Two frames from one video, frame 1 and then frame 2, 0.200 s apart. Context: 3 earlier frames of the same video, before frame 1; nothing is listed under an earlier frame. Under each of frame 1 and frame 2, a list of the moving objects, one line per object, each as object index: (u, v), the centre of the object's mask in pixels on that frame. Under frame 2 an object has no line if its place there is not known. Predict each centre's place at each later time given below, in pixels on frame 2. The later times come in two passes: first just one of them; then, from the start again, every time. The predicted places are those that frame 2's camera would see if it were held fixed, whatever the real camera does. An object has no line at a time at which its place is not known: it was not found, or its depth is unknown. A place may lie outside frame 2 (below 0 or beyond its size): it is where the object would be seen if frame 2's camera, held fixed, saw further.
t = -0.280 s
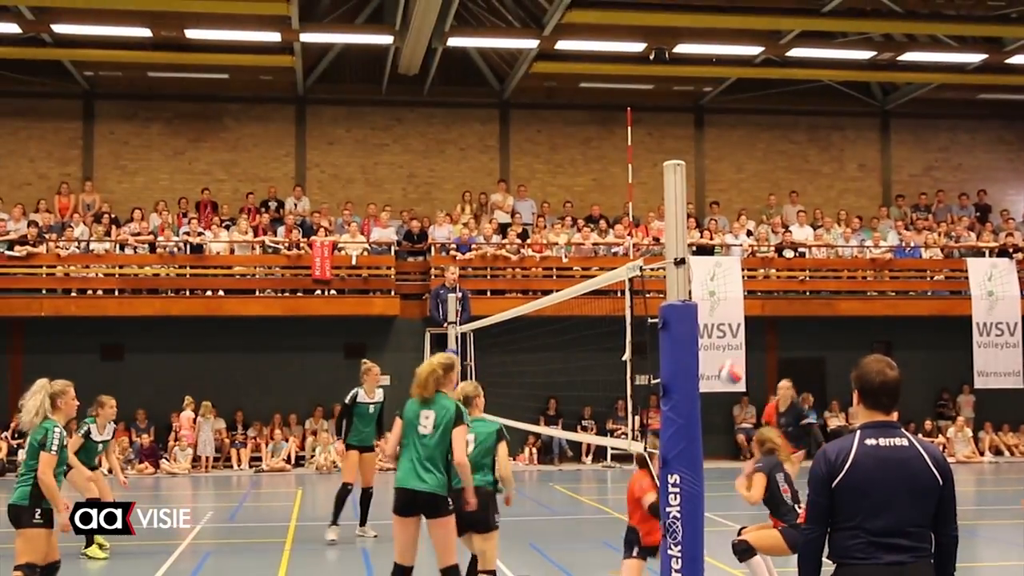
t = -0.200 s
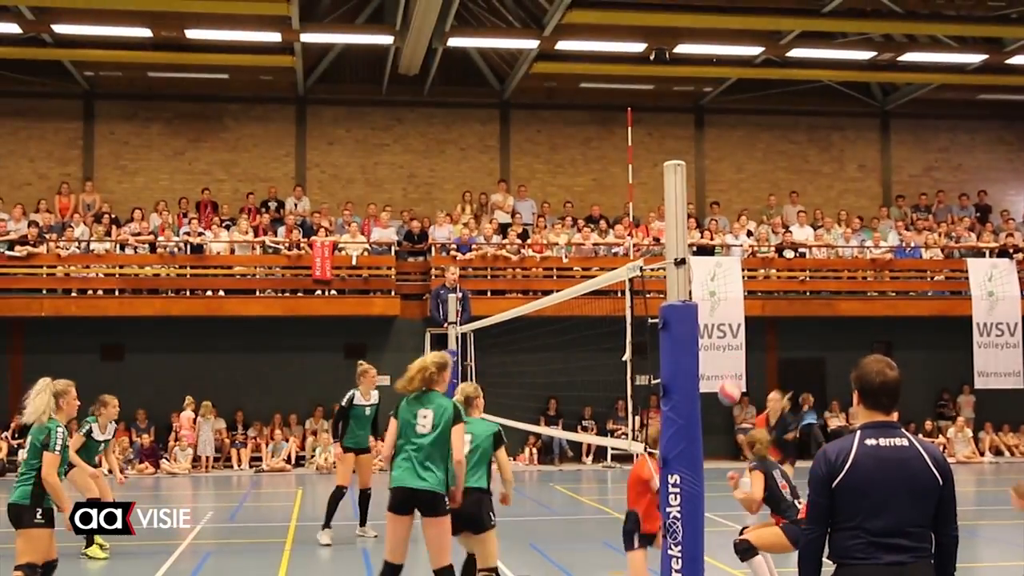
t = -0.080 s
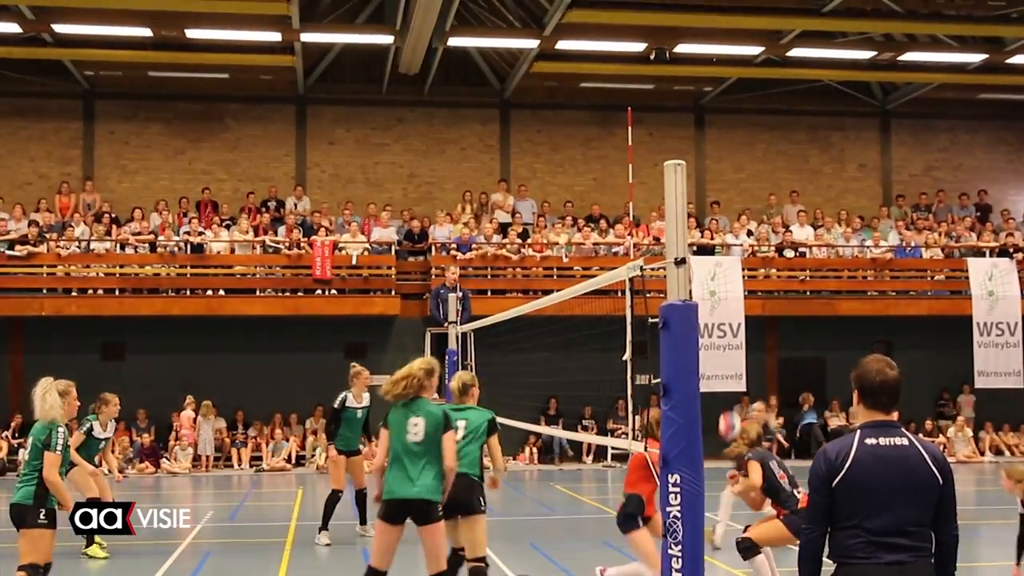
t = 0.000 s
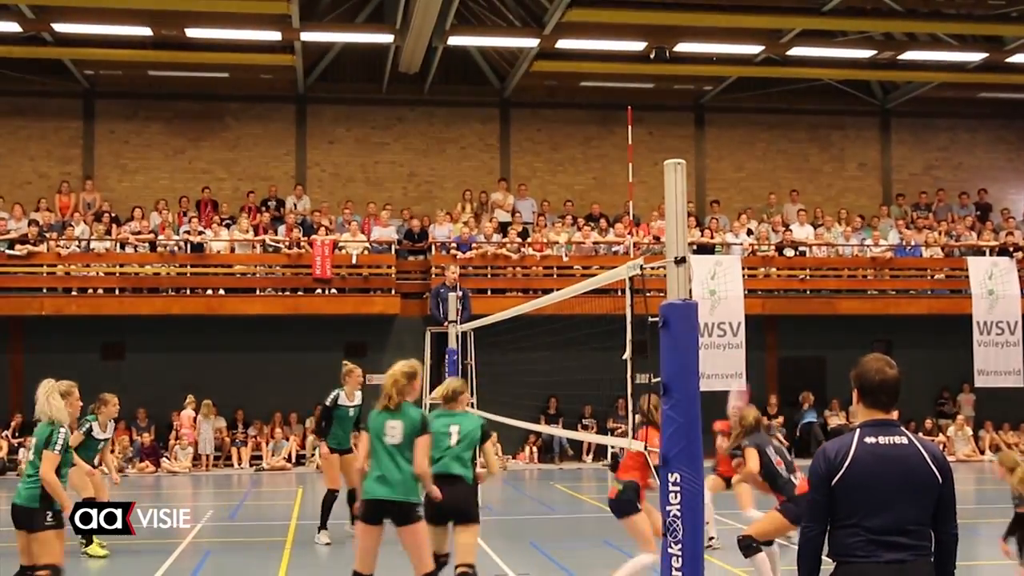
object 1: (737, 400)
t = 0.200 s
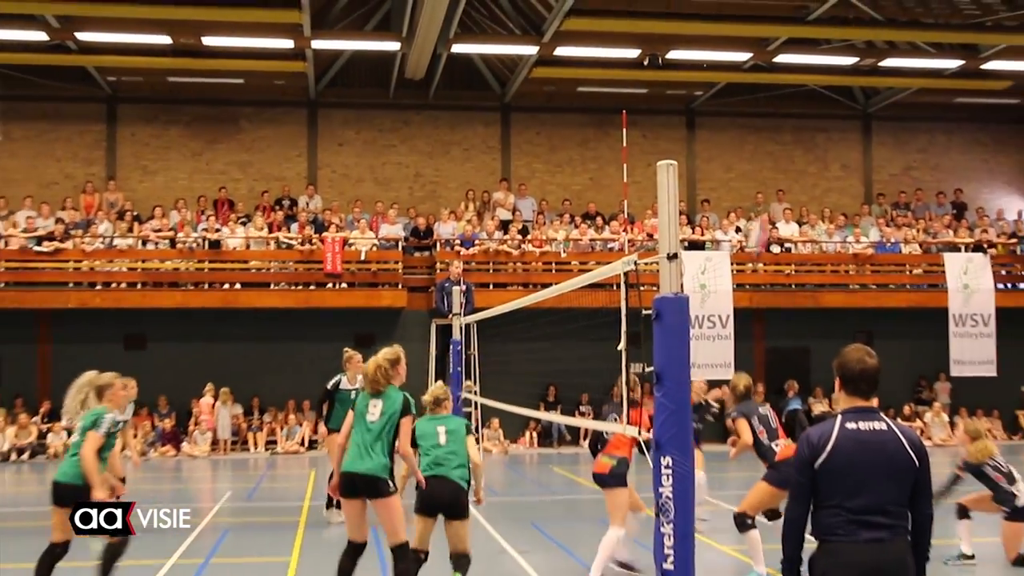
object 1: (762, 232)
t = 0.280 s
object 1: (772, 184)
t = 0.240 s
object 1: (765, 206)
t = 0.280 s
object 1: (772, 184)
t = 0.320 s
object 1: (779, 158)
